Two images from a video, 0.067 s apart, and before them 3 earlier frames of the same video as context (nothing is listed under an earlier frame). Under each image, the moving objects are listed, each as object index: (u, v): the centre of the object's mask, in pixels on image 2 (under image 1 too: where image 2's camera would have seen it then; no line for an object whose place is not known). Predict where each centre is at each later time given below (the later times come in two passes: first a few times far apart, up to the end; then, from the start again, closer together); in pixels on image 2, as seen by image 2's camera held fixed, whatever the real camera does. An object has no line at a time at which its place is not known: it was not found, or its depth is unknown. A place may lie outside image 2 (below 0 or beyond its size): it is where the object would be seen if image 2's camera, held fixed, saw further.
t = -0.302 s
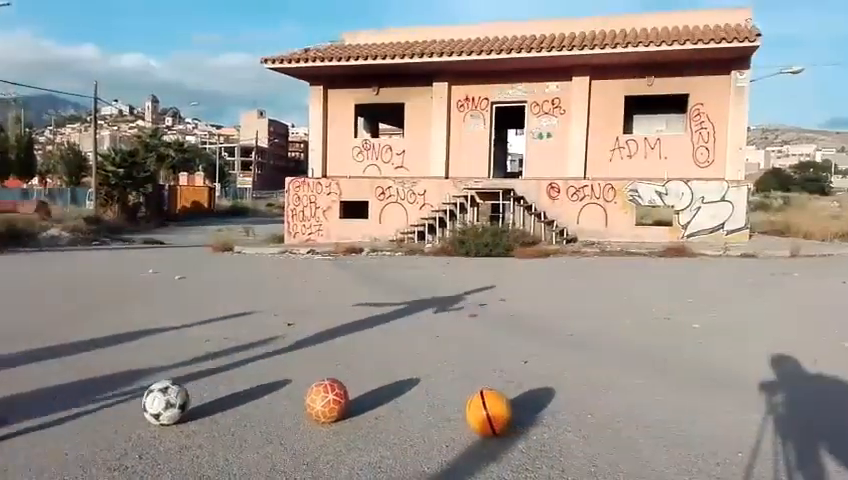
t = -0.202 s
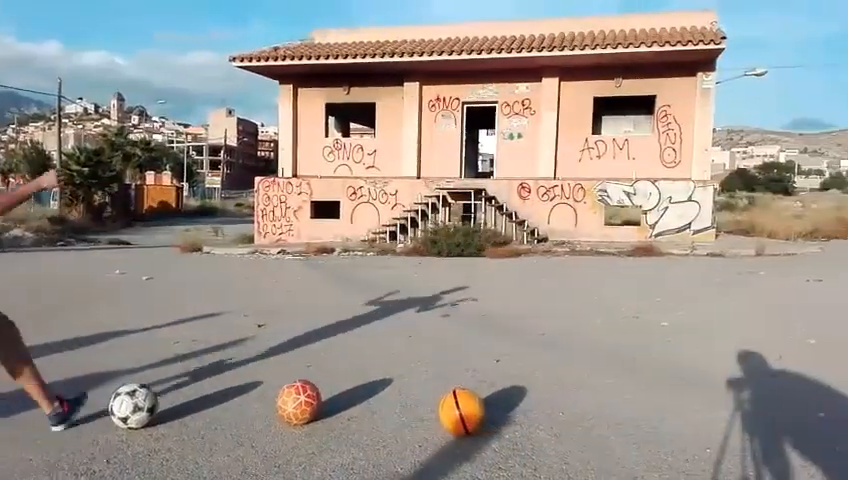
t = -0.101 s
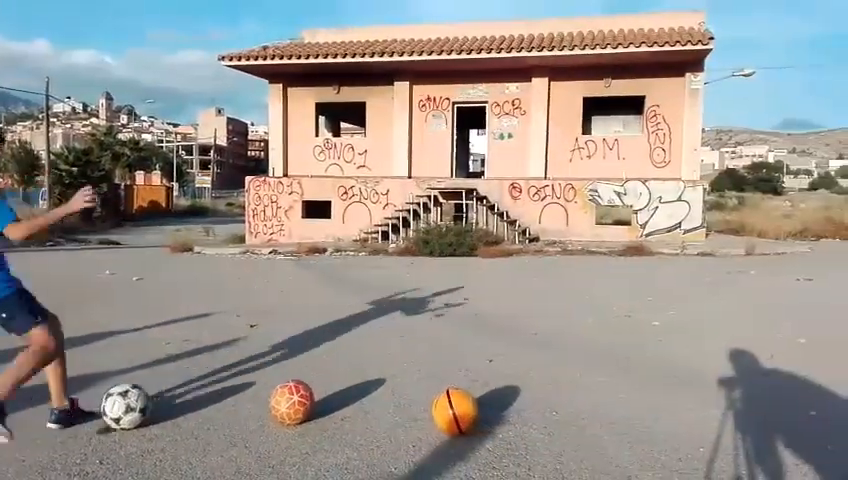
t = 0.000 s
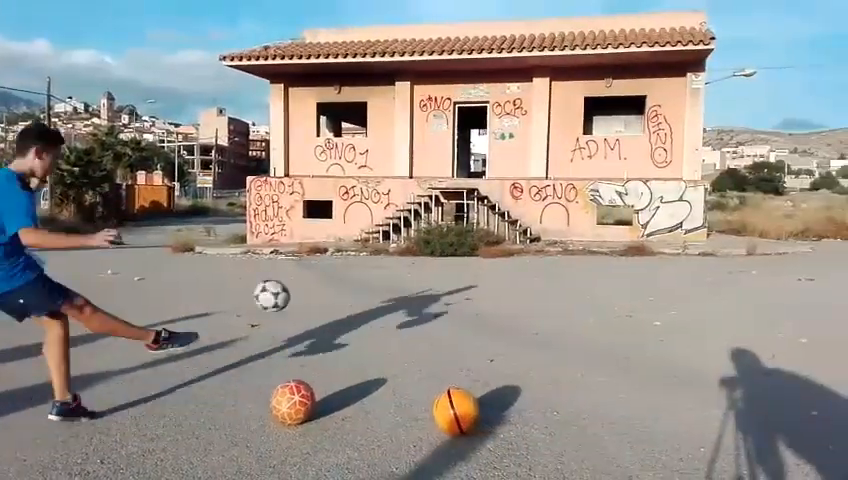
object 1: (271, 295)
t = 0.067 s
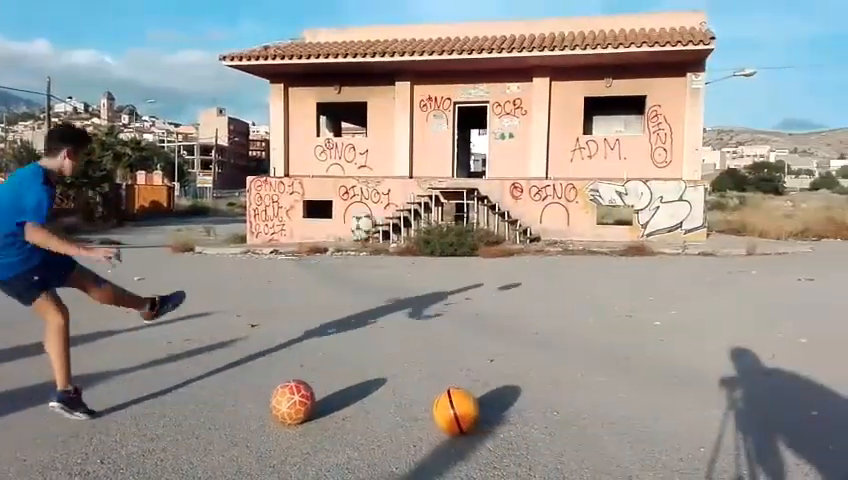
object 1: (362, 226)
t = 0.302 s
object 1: (504, 129)
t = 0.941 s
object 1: (576, 143)
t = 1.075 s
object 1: (573, 155)
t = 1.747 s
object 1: (545, 183)
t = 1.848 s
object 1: (539, 169)
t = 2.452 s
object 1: (488, 228)
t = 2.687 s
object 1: (460, 266)
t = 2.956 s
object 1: (413, 201)
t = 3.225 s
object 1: (348, 206)
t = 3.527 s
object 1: (232, 371)
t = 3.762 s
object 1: (99, 303)
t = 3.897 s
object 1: (3, 291)
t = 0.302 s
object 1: (504, 129)
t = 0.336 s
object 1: (515, 125)
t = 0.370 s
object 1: (523, 120)
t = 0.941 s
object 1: (576, 143)
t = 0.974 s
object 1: (576, 145)
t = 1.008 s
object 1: (576, 147)
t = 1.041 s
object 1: (574, 151)
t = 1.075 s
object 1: (573, 155)
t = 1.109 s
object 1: (572, 160)
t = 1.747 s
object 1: (545, 183)
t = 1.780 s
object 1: (543, 178)
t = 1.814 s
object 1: (541, 172)
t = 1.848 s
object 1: (539, 169)
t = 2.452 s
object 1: (488, 228)
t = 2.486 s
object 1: (485, 242)
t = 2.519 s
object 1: (481, 258)
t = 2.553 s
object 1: (478, 274)
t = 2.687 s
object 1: (460, 266)
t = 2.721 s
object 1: (454, 255)
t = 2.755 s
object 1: (449, 245)
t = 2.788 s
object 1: (443, 234)
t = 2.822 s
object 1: (437, 226)
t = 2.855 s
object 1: (432, 217)
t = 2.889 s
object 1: (424, 210)
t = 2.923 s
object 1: (419, 204)
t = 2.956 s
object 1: (413, 201)
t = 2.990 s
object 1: (406, 196)
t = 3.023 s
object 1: (400, 193)
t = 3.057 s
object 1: (393, 191)
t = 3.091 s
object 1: (384, 191)
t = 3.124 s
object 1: (375, 192)
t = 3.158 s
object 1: (368, 195)
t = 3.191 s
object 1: (358, 199)
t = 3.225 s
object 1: (348, 206)
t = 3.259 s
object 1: (338, 214)
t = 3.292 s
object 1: (327, 224)
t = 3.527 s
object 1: (232, 371)
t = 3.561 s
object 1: (216, 373)
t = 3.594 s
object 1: (200, 358)
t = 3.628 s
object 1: (182, 345)
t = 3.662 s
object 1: (163, 332)
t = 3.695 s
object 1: (144, 321)
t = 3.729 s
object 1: (121, 311)
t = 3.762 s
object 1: (99, 303)
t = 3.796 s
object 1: (73, 297)
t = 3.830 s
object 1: (46, 294)
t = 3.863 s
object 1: (19, 292)
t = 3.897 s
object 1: (3, 291)
